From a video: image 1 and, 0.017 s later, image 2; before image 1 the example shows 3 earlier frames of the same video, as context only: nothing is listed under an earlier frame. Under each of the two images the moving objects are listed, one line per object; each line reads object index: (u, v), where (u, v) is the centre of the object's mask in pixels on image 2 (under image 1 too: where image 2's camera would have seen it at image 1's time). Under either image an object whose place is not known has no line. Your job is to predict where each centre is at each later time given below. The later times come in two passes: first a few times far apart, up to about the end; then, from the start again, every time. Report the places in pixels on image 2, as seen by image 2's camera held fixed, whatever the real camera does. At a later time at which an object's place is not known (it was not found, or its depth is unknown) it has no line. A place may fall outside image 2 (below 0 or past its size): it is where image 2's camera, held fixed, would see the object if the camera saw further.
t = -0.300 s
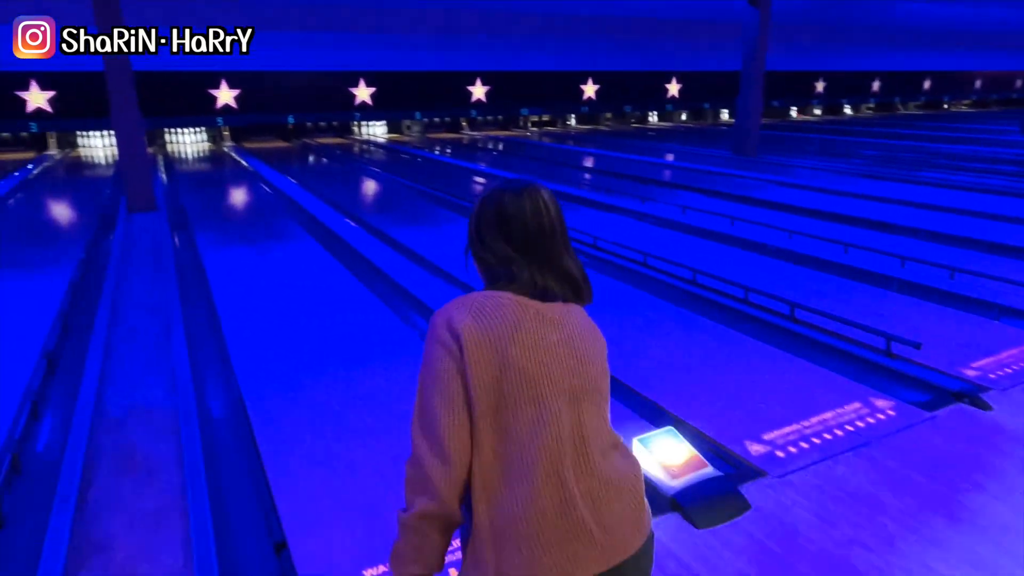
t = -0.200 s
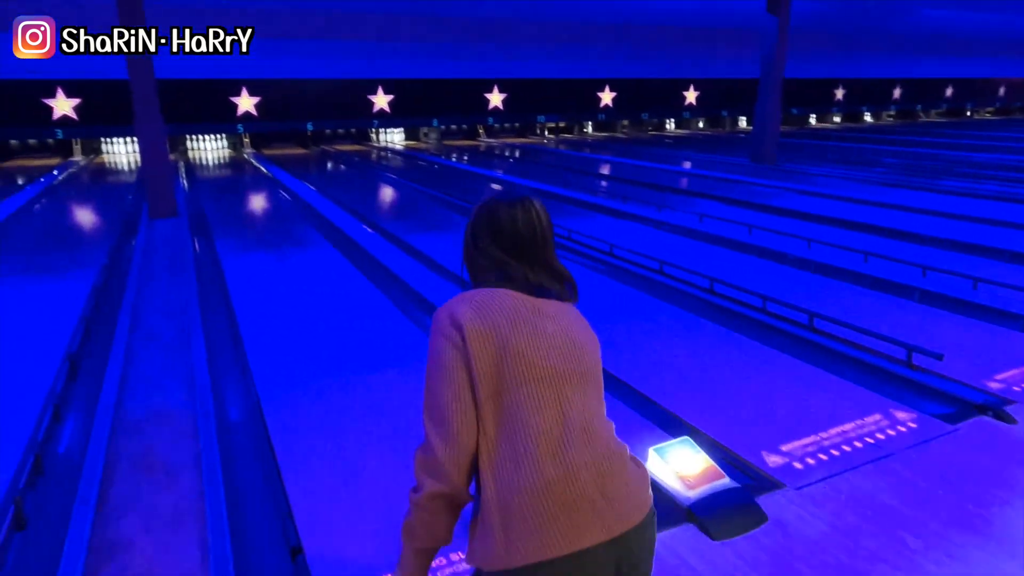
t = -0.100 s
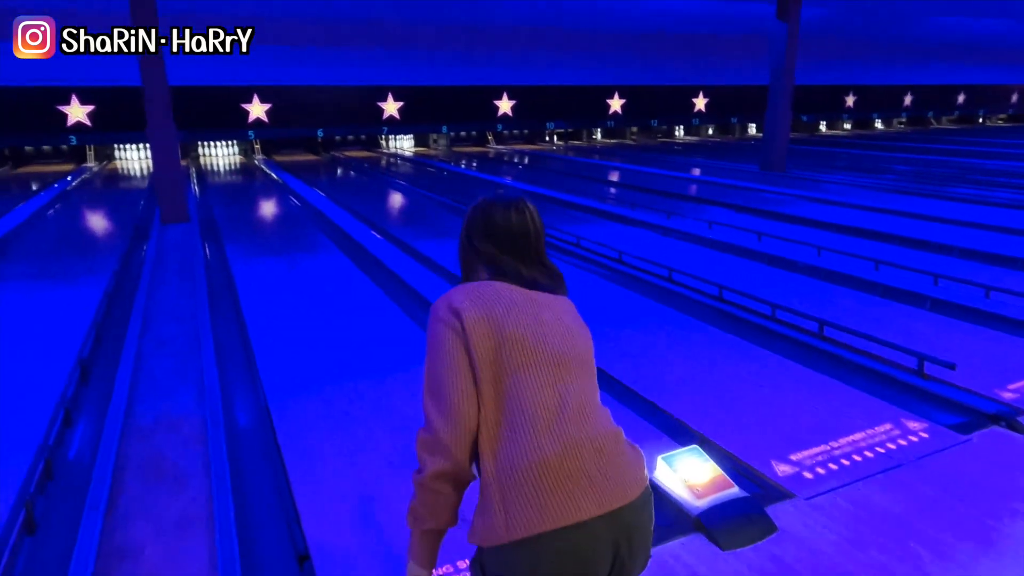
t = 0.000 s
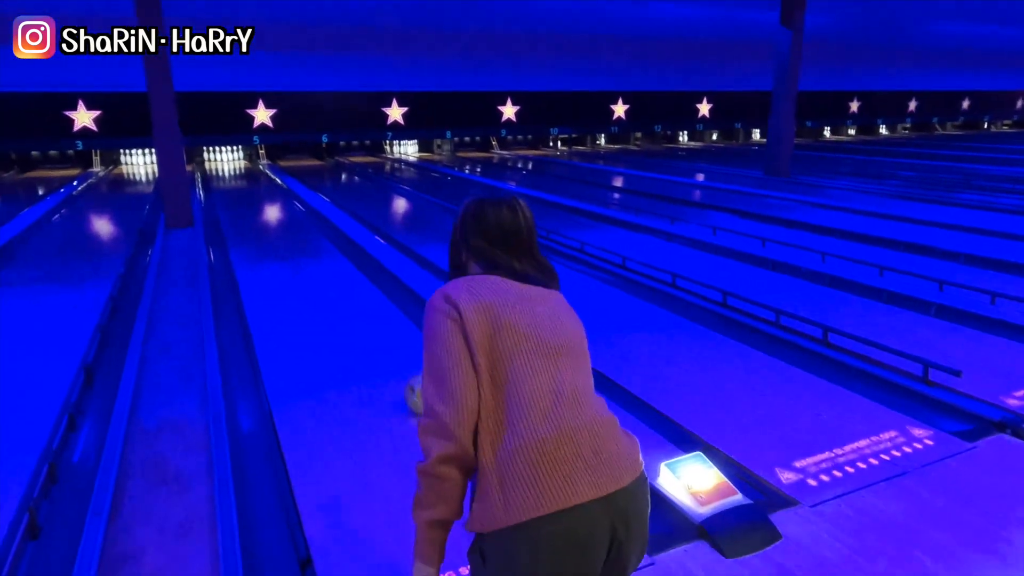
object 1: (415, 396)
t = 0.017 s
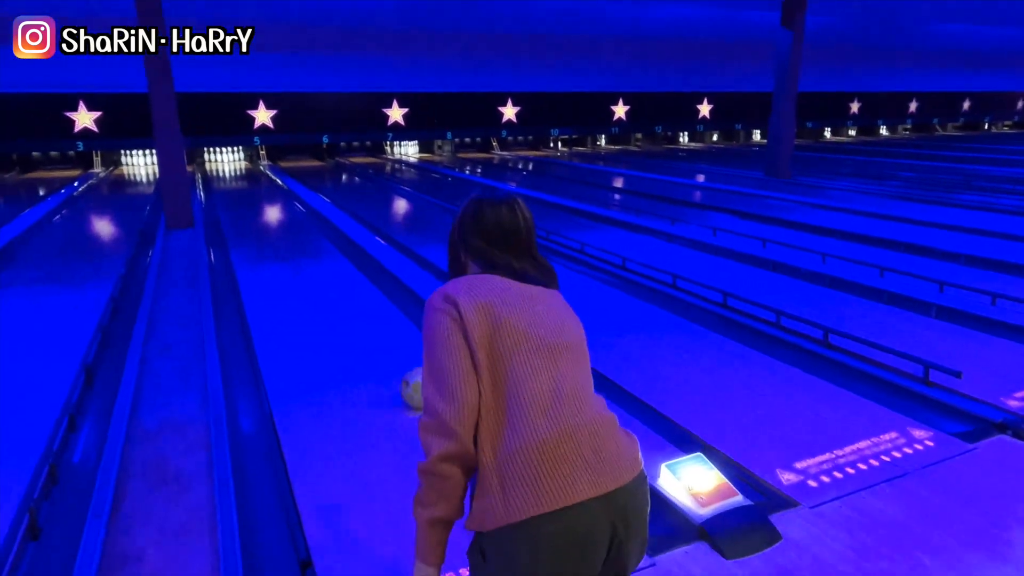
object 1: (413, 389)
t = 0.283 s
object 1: (362, 311)
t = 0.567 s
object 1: (329, 266)
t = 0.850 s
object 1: (306, 240)
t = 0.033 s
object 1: (410, 382)
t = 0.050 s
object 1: (408, 375)
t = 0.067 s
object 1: (405, 370)
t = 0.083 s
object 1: (402, 364)
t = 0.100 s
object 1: (398, 358)
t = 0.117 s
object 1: (394, 353)
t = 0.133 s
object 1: (390, 348)
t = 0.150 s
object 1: (387, 343)
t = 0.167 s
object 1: (383, 339)
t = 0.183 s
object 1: (380, 335)
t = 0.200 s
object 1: (377, 330)
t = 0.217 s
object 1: (373, 326)
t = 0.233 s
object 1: (370, 322)
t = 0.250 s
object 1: (368, 319)
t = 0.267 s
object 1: (365, 315)
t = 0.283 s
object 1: (362, 311)
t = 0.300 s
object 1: (359, 308)
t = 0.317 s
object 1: (357, 305)
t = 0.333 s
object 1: (354, 302)
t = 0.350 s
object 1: (352, 298)
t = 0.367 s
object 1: (350, 296)
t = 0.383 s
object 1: (348, 293)
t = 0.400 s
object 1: (346, 290)
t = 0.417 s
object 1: (344, 287)
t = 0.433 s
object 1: (342, 284)
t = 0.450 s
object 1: (340, 281)
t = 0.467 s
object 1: (338, 280)
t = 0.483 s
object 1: (336, 277)
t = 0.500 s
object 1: (335, 275)
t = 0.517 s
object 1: (333, 273)
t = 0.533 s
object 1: (331, 270)
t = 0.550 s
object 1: (329, 268)
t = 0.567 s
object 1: (329, 266)
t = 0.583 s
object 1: (326, 264)
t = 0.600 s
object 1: (325, 262)
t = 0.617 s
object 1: (323, 260)
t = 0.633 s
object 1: (322, 259)
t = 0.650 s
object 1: (321, 257)
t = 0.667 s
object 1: (319, 255)
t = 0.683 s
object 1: (318, 254)
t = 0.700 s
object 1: (317, 252)
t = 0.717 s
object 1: (315, 250)
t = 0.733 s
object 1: (314, 250)
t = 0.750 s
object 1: (312, 247)
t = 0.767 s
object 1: (312, 246)
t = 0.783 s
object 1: (311, 245)
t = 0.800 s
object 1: (310, 245)
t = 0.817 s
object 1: (309, 243)
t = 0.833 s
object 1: (308, 242)
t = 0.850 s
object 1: (306, 240)
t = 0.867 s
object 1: (305, 238)
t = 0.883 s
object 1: (304, 237)
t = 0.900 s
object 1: (303, 236)
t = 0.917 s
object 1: (302, 235)
